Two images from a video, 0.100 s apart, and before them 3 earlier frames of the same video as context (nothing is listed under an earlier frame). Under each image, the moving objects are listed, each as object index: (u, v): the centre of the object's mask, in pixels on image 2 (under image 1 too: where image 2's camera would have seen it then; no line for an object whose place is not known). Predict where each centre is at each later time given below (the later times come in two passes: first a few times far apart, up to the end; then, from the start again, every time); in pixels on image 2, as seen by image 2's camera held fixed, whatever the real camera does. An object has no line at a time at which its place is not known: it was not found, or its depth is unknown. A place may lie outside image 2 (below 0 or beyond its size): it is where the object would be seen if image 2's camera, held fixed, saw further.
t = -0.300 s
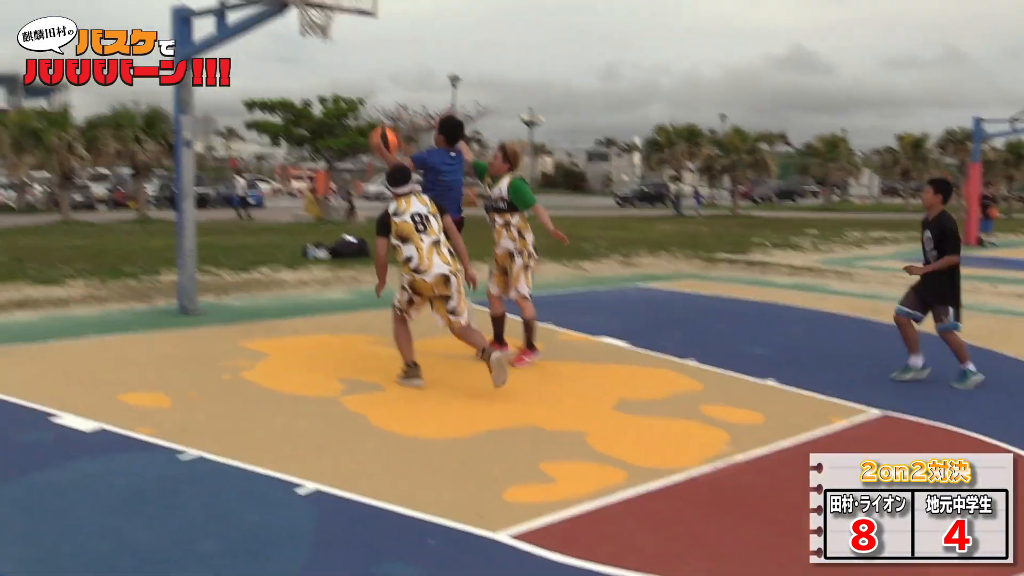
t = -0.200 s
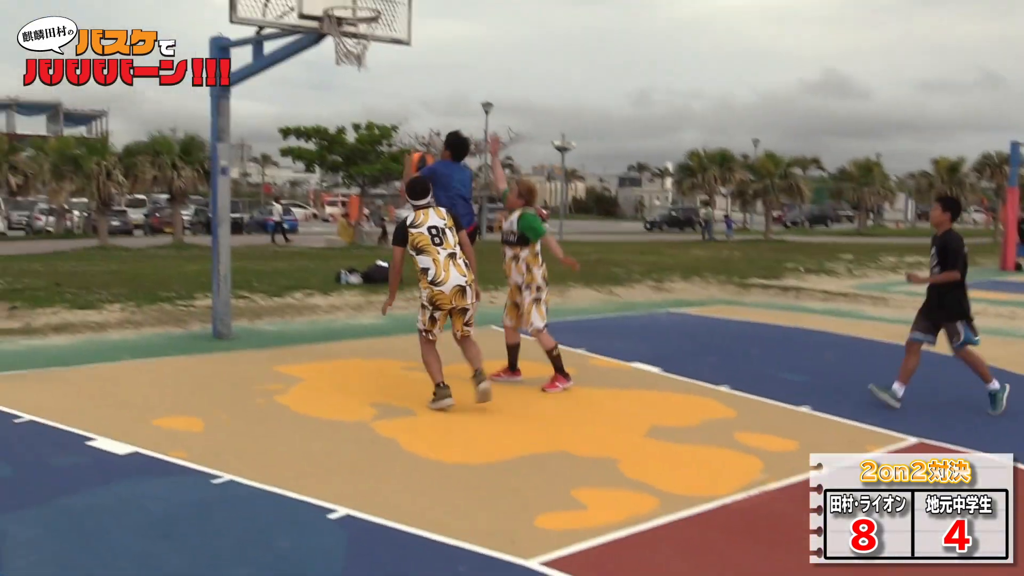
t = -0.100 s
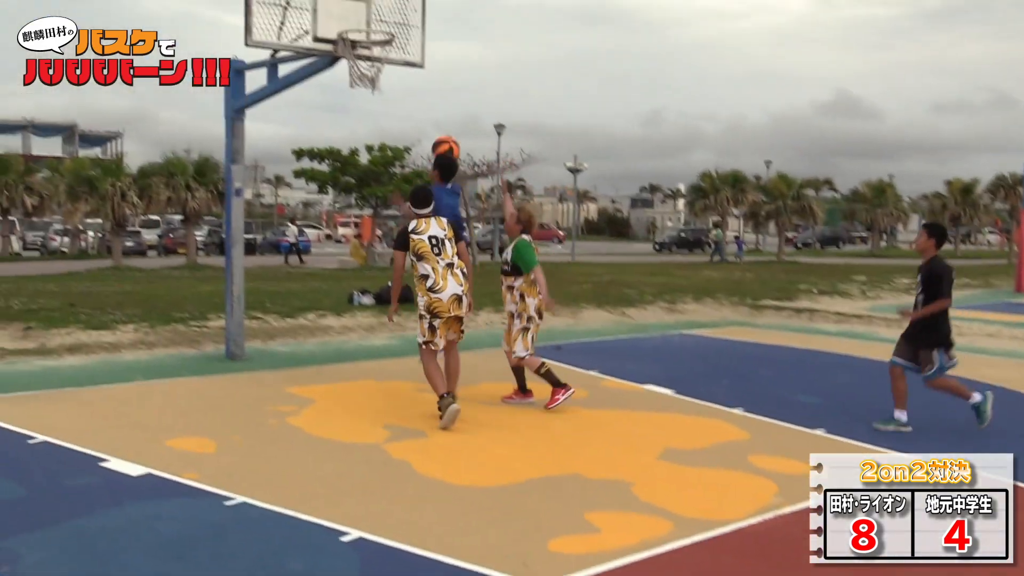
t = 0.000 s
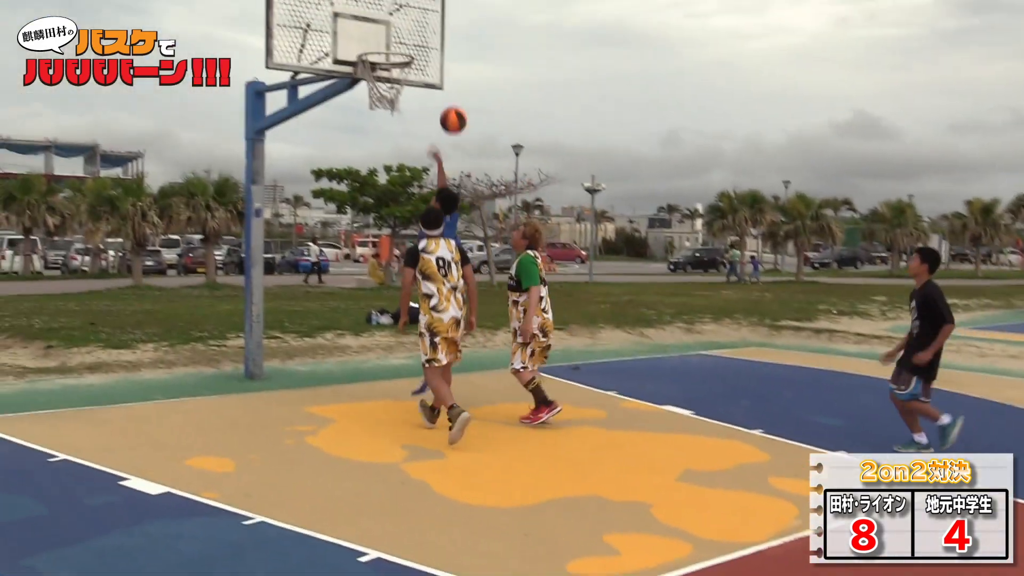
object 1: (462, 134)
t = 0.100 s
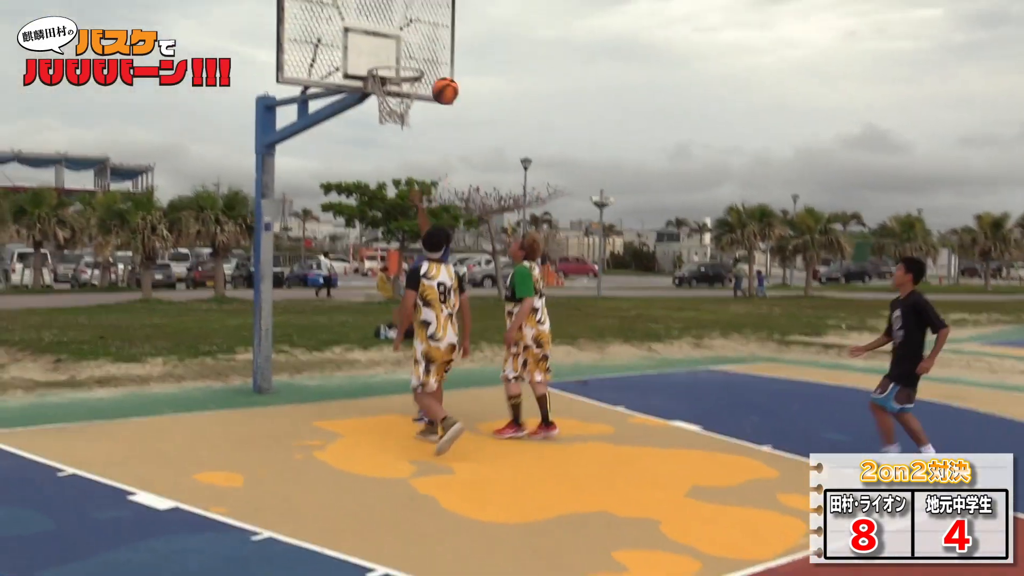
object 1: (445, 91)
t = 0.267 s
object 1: (423, 47)
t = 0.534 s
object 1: (409, 59)
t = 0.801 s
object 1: (393, 69)
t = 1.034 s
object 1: (400, 98)
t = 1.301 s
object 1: (392, 104)
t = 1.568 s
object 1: (394, 111)
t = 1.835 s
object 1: (394, 154)
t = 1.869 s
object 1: (393, 165)
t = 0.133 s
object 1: (439, 79)
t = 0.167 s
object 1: (434, 67)
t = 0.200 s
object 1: (428, 58)
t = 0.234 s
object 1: (424, 51)
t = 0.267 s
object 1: (423, 47)
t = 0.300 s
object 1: (422, 45)
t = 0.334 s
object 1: (420, 43)
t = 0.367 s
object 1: (419, 43)
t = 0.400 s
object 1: (417, 44)
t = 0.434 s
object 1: (415, 46)
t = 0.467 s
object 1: (413, 49)
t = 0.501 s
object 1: (411, 54)
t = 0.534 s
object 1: (409, 59)
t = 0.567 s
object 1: (407, 56)
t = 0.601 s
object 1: (404, 56)
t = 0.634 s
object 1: (401, 57)
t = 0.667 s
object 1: (398, 59)
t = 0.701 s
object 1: (395, 62)
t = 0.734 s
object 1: (391, 69)
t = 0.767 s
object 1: (391, 70)
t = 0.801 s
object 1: (393, 69)
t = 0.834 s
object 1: (396, 69)
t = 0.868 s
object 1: (399, 70)
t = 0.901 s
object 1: (402, 72)
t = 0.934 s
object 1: (402, 76)
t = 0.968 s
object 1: (401, 83)
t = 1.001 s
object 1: (400, 89)
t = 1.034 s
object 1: (400, 98)
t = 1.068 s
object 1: (397, 103)
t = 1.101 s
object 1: (395, 106)
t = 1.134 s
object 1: (394, 105)
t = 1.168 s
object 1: (393, 103)
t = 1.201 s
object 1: (392, 102)
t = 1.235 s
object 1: (392, 103)
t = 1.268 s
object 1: (392, 103)
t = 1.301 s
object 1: (392, 104)
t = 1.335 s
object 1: (392, 106)
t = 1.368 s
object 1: (391, 107)
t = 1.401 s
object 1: (392, 107)
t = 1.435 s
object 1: (392, 108)
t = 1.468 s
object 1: (393, 109)
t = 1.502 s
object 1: (393, 109)
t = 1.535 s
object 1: (394, 110)
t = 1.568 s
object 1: (394, 111)
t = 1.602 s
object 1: (394, 112)
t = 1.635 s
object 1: (395, 115)
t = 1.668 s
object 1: (395, 122)
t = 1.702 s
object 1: (394, 125)
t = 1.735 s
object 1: (395, 130)
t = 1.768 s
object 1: (394, 136)
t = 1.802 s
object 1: (394, 144)
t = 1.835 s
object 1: (394, 154)
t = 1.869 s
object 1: (393, 165)
